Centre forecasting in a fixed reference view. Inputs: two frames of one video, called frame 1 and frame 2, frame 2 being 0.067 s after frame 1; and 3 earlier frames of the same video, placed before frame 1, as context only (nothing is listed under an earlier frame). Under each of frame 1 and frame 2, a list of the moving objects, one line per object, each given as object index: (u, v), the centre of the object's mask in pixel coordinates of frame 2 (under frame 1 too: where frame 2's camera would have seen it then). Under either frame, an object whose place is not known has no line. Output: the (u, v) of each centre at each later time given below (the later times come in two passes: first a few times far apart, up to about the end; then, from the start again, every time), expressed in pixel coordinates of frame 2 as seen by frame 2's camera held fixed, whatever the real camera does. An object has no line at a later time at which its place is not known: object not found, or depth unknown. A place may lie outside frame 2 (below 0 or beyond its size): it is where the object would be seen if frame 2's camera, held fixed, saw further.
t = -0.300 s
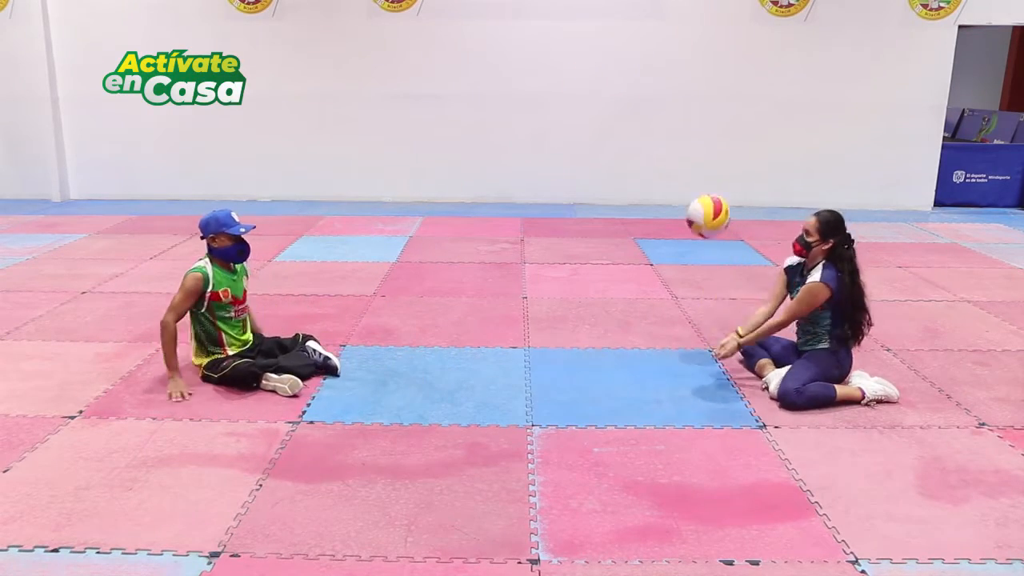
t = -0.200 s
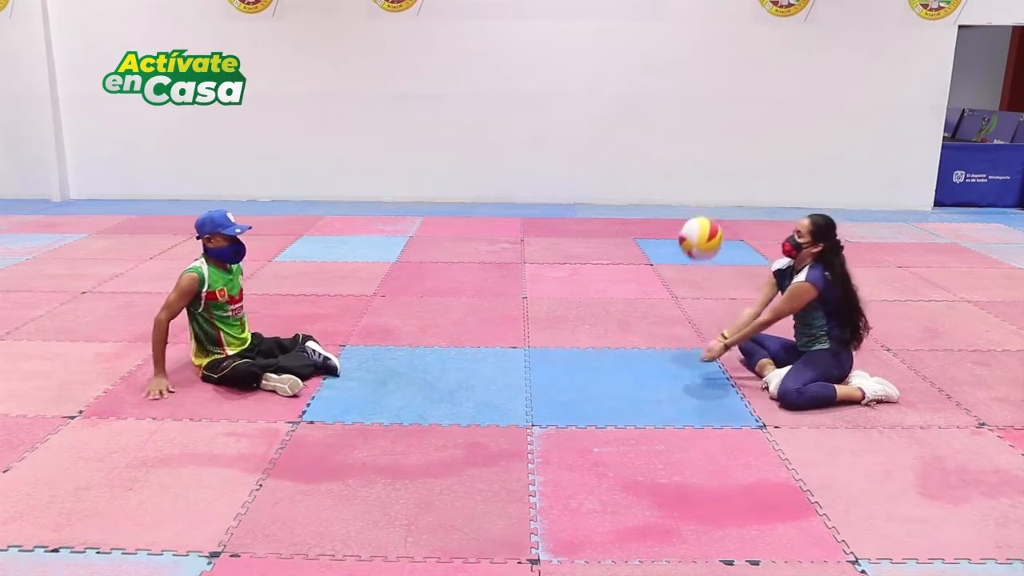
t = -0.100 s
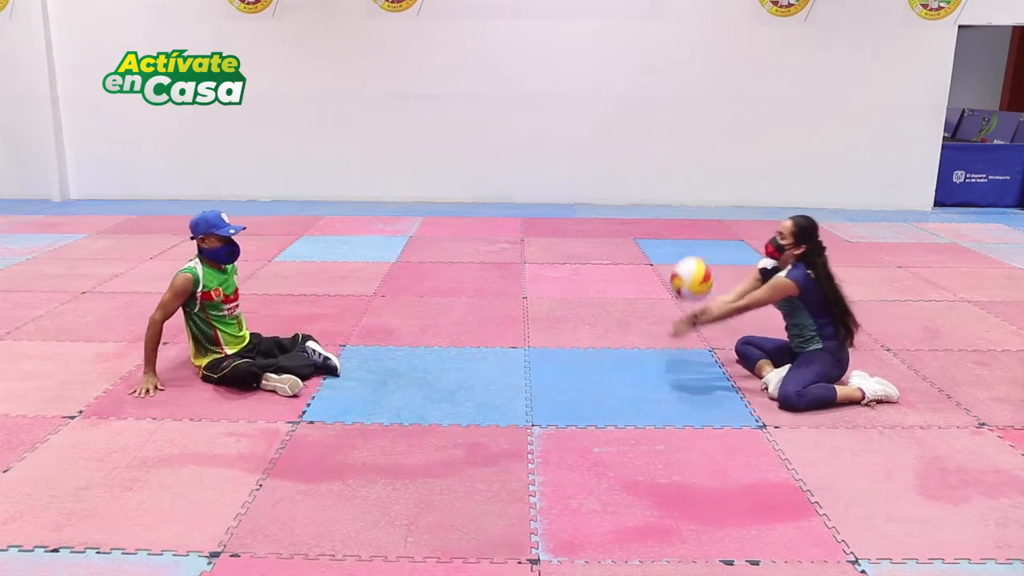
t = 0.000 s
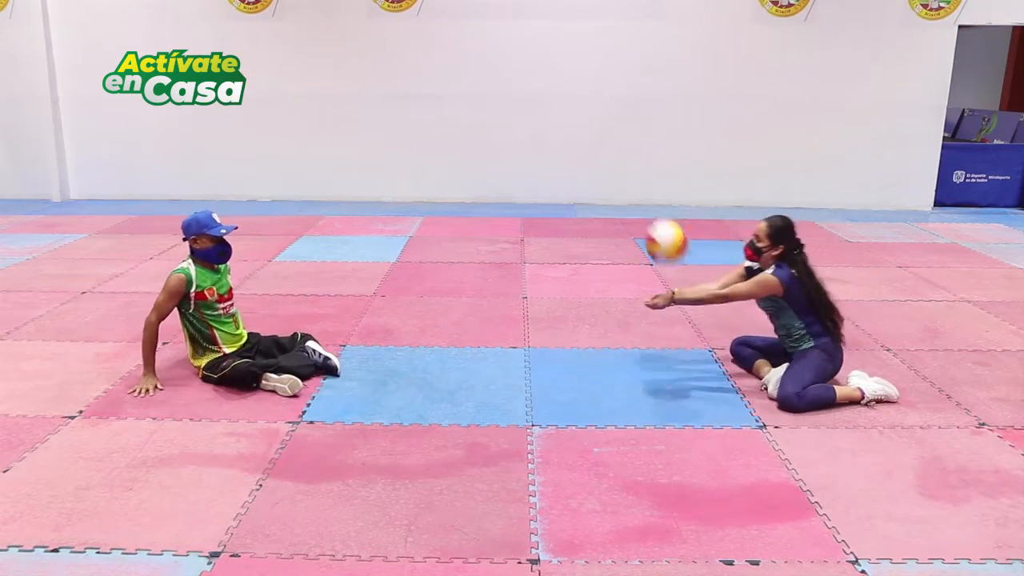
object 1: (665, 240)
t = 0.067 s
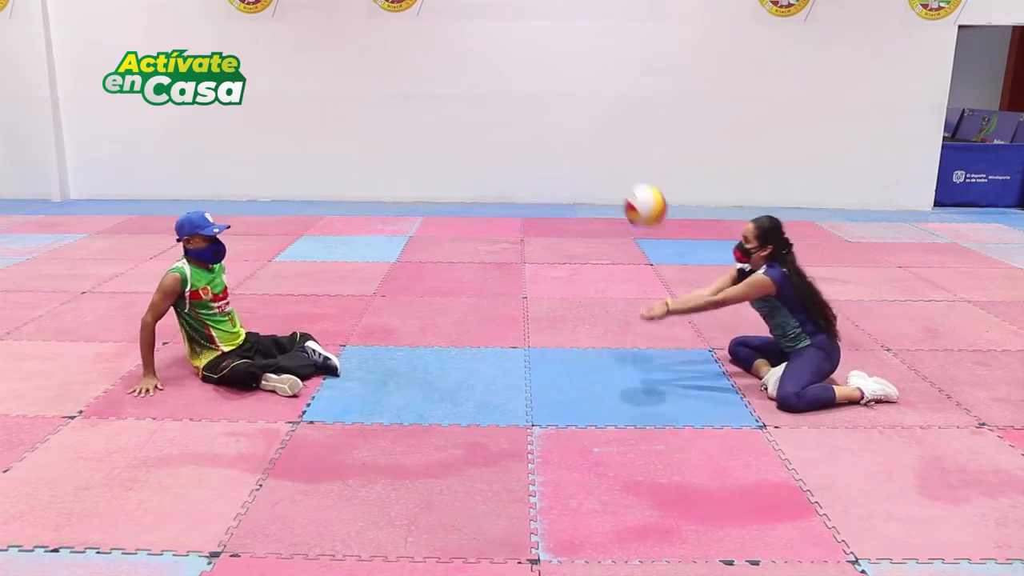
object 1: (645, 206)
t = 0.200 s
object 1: (600, 159)
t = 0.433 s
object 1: (517, 164)
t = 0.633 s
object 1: (447, 258)
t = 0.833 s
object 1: (389, 333)
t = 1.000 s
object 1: (356, 276)
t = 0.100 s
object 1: (634, 191)
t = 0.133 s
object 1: (623, 178)
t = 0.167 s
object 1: (611, 168)
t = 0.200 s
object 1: (600, 159)
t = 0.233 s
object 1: (589, 153)
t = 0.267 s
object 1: (577, 149)
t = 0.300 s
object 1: (565, 148)
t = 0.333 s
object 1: (553, 148)
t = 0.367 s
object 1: (541, 152)
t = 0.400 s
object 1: (529, 156)
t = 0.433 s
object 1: (517, 164)
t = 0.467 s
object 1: (505, 175)
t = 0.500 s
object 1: (493, 187)
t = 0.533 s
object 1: (482, 201)
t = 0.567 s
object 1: (470, 218)
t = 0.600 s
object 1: (459, 237)
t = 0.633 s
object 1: (447, 258)
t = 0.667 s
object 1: (436, 281)
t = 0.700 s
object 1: (425, 305)
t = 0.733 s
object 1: (414, 331)
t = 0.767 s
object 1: (403, 362)
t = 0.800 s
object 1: (397, 349)
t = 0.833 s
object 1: (389, 333)
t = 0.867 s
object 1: (382, 317)
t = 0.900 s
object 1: (376, 304)
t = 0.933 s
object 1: (369, 293)
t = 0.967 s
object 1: (363, 283)
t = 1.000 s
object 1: (356, 276)
